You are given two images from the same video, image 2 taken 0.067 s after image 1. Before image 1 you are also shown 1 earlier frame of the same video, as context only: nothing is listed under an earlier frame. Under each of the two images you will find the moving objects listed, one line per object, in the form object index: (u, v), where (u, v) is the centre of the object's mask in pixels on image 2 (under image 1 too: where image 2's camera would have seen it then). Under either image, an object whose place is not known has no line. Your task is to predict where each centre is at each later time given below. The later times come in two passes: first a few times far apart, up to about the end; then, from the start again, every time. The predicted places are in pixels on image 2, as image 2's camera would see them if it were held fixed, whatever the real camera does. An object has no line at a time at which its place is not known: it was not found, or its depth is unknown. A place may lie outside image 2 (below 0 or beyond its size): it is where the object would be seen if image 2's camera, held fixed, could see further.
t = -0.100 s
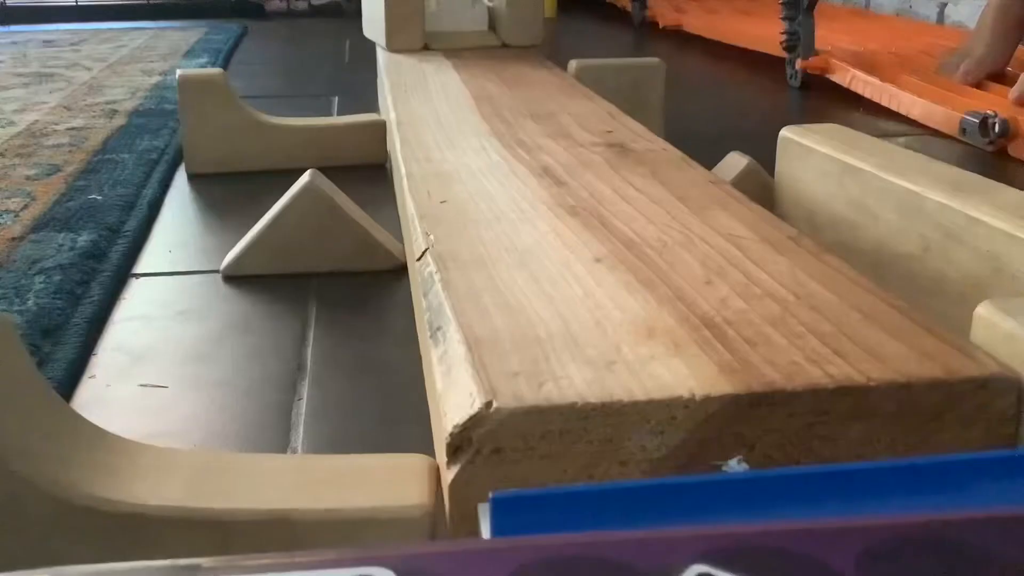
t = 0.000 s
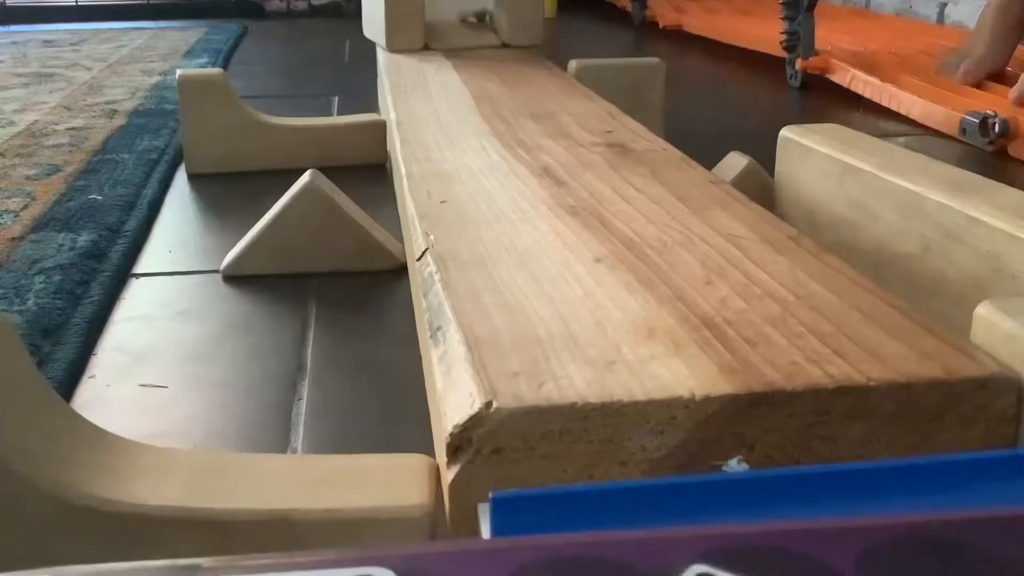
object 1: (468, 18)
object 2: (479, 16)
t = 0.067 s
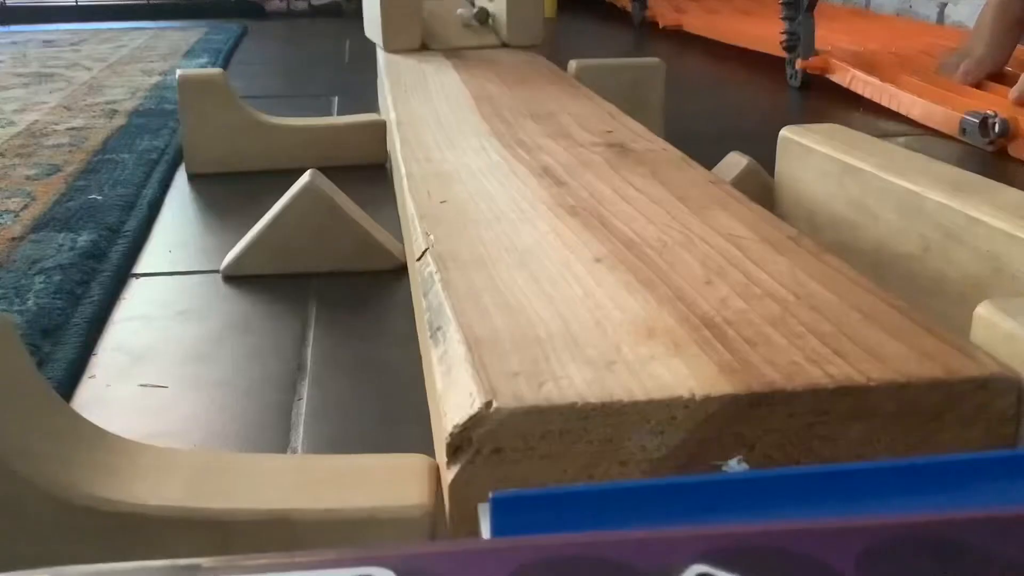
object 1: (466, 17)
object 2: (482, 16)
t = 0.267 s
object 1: (479, 39)
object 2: (498, 39)
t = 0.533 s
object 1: (494, 56)
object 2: (527, 56)
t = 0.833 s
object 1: (506, 79)
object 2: (551, 77)
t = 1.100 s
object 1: (517, 105)
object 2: (570, 102)
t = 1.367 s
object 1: (520, 141)
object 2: (585, 137)
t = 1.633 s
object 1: (506, 193)
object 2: (595, 186)
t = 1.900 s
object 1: (472, 271)
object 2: (603, 260)
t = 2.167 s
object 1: (285, 527)
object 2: (601, 387)
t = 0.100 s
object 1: (468, 20)
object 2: (483, 18)
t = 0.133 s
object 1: (469, 23)
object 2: (485, 23)
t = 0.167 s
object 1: (471, 26)
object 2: (488, 26)
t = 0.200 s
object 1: (474, 31)
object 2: (491, 31)
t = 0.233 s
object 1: (477, 37)
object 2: (494, 37)
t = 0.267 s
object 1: (479, 39)
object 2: (498, 39)
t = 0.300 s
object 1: (482, 43)
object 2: (501, 41)
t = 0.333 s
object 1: (484, 45)
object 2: (503, 44)
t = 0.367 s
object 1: (486, 47)
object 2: (507, 46)
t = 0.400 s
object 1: (488, 48)
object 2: (511, 48)
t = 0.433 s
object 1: (489, 50)
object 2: (515, 50)
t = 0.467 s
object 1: (492, 52)
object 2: (519, 51)
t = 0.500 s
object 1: (493, 54)
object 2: (523, 54)
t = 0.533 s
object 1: (494, 56)
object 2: (527, 56)
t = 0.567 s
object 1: (496, 59)
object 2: (531, 58)
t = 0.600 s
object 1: (497, 60)
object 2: (534, 60)
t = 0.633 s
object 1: (498, 63)
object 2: (536, 61)
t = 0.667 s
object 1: (499, 65)
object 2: (539, 64)
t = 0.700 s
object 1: (501, 68)
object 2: (541, 67)
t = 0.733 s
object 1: (502, 71)
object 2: (544, 69)
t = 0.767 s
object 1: (504, 73)
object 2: (546, 71)
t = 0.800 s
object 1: (505, 76)
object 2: (549, 74)
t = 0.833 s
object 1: (506, 79)
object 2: (551, 77)
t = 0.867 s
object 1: (508, 82)
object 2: (553, 79)
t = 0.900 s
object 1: (509, 84)
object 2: (556, 82)
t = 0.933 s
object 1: (511, 88)
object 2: (558, 85)
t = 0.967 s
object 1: (512, 91)
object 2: (560, 89)
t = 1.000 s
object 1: (513, 94)
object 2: (563, 92)
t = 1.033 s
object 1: (514, 98)
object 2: (565, 95)
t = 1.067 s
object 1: (515, 101)
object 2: (567, 99)
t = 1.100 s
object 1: (517, 105)
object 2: (570, 102)
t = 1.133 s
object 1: (517, 109)
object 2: (572, 107)
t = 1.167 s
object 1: (518, 113)
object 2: (574, 110)
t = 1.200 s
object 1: (518, 117)
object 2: (576, 114)
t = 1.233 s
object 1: (519, 122)
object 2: (578, 118)
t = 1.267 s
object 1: (520, 126)
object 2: (580, 123)
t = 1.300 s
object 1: (520, 131)
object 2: (582, 128)
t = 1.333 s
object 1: (520, 136)
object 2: (584, 132)
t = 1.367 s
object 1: (520, 141)
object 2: (585, 137)
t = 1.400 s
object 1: (520, 146)
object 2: (587, 142)
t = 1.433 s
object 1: (520, 152)
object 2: (589, 147)
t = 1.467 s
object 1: (519, 158)
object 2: (590, 154)
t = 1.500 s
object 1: (517, 165)
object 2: (591, 159)
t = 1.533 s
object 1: (515, 172)
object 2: (592, 166)
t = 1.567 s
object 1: (512, 178)
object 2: (594, 172)
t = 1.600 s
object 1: (510, 186)
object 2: (595, 179)
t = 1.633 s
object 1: (506, 193)
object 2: (595, 186)
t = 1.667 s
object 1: (503, 202)
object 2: (597, 194)
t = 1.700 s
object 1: (499, 210)
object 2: (598, 202)
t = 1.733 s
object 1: (496, 219)
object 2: (599, 210)
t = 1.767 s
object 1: (492, 228)
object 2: (600, 219)
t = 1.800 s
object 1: (488, 238)
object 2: (601, 228)
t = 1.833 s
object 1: (483, 248)
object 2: (602, 238)
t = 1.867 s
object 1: (478, 259)
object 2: (602, 248)
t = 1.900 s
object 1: (472, 271)
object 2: (603, 260)
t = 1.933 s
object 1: (467, 283)
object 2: (602, 272)
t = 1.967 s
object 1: (460, 297)
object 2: (602, 285)
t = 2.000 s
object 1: (452, 312)
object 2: (601, 298)
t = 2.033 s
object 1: (434, 339)
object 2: (601, 312)
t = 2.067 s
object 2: (601, 328)
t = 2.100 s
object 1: (368, 455)
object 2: (600, 344)
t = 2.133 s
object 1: (329, 472)
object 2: (601, 361)
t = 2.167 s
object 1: (285, 527)
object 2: (601, 387)
